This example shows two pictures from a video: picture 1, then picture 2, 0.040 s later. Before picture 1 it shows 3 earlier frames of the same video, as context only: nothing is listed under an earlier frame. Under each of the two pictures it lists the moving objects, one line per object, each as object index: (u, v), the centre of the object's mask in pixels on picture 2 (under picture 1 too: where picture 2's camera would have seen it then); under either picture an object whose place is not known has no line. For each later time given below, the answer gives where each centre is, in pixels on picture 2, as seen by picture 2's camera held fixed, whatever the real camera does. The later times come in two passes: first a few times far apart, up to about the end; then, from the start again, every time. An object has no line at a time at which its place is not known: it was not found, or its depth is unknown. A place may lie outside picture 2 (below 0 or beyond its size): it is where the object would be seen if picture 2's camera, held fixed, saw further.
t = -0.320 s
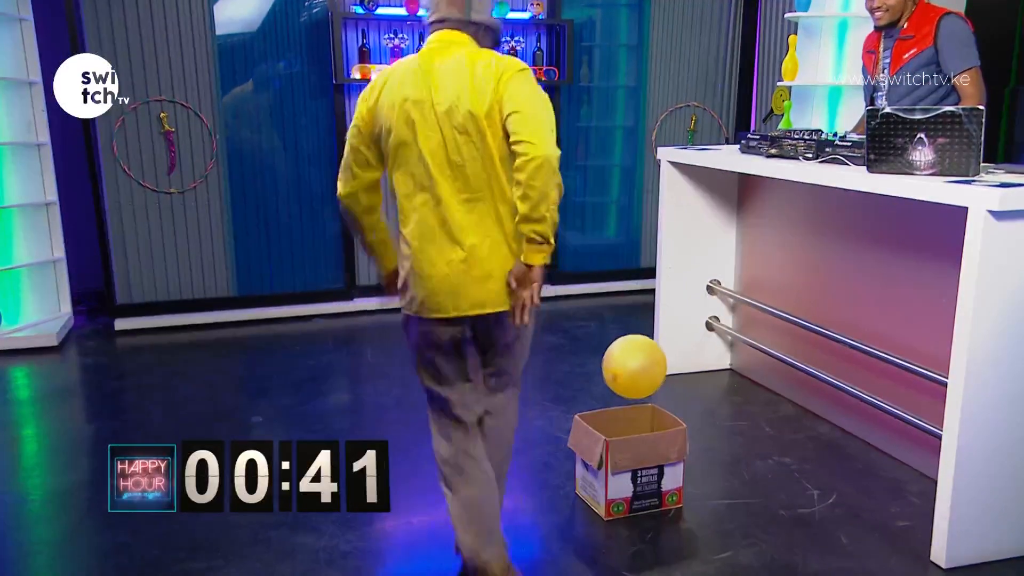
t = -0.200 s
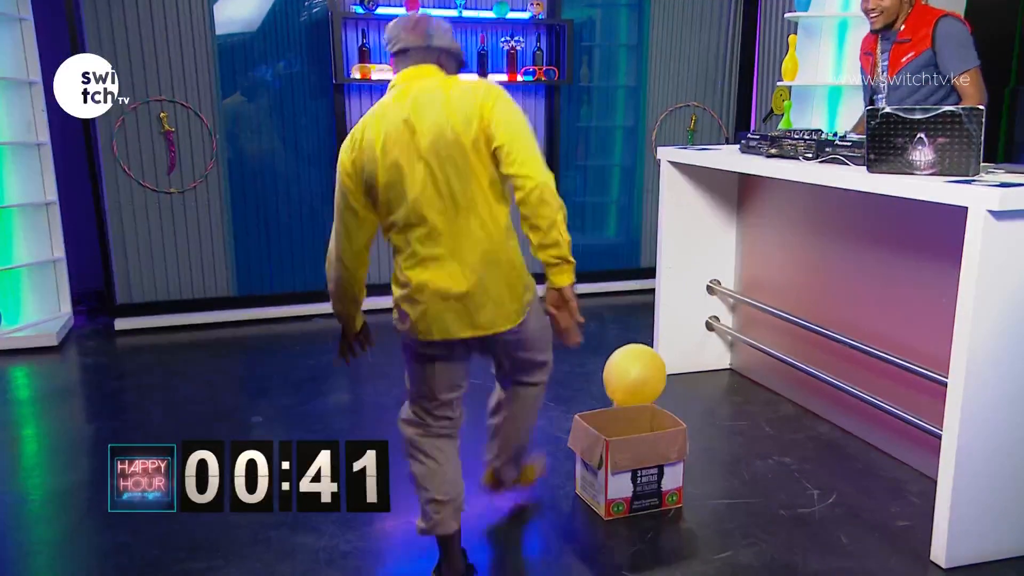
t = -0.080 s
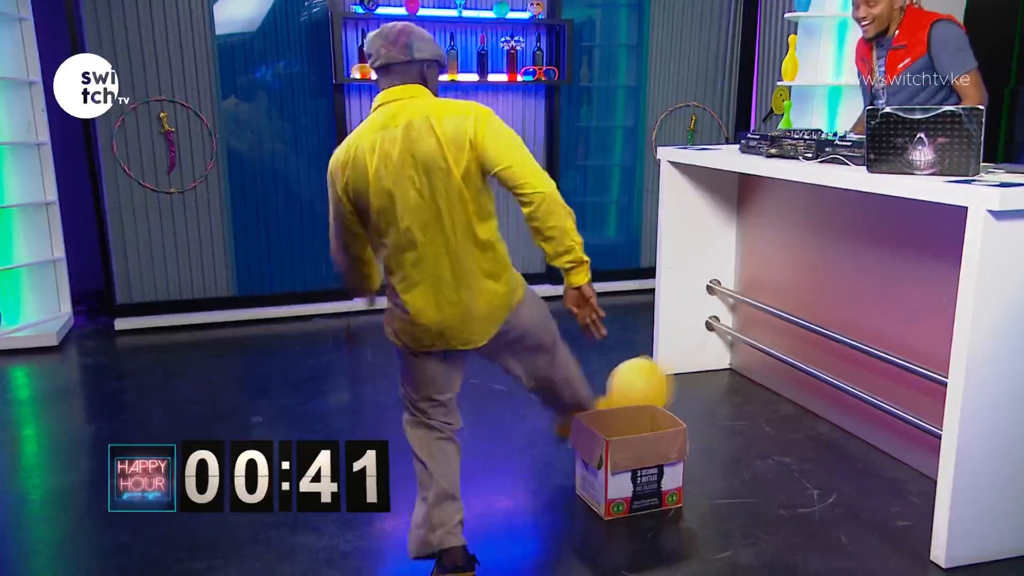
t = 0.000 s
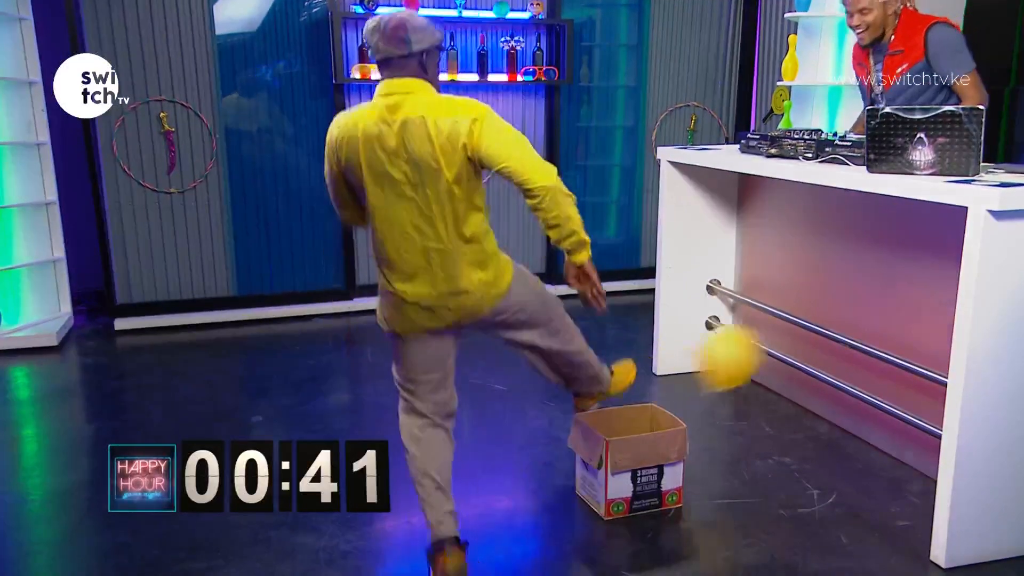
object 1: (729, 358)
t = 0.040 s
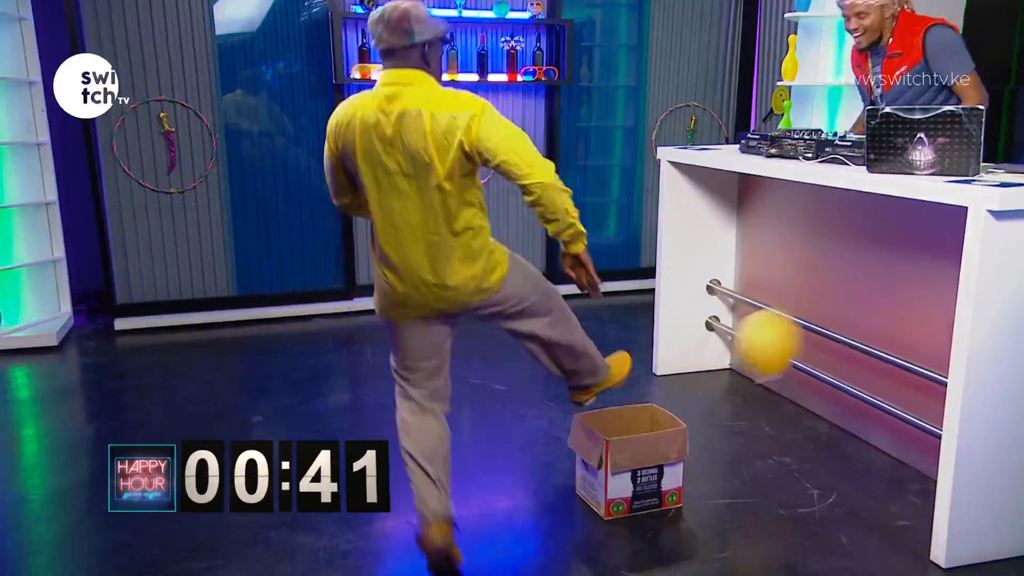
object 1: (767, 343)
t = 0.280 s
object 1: (817, 250)
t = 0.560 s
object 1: (801, 215)
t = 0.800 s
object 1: (776, 255)
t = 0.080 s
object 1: (802, 327)
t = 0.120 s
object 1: (820, 310)
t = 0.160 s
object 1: (821, 290)
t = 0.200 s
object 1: (820, 274)
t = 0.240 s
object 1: (819, 261)
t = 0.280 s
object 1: (817, 250)
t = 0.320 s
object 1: (815, 241)
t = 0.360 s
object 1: (813, 233)
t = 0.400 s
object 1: (811, 226)
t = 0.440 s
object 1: (809, 219)
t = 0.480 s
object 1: (807, 213)
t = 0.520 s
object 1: (805, 212)
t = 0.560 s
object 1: (801, 215)
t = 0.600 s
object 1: (797, 220)
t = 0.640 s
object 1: (792, 226)
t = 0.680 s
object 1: (787, 232)
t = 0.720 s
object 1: (784, 239)
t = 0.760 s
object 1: (779, 246)
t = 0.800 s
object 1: (776, 255)
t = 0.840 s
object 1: (772, 266)
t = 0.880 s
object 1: (769, 277)
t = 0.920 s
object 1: (765, 288)
